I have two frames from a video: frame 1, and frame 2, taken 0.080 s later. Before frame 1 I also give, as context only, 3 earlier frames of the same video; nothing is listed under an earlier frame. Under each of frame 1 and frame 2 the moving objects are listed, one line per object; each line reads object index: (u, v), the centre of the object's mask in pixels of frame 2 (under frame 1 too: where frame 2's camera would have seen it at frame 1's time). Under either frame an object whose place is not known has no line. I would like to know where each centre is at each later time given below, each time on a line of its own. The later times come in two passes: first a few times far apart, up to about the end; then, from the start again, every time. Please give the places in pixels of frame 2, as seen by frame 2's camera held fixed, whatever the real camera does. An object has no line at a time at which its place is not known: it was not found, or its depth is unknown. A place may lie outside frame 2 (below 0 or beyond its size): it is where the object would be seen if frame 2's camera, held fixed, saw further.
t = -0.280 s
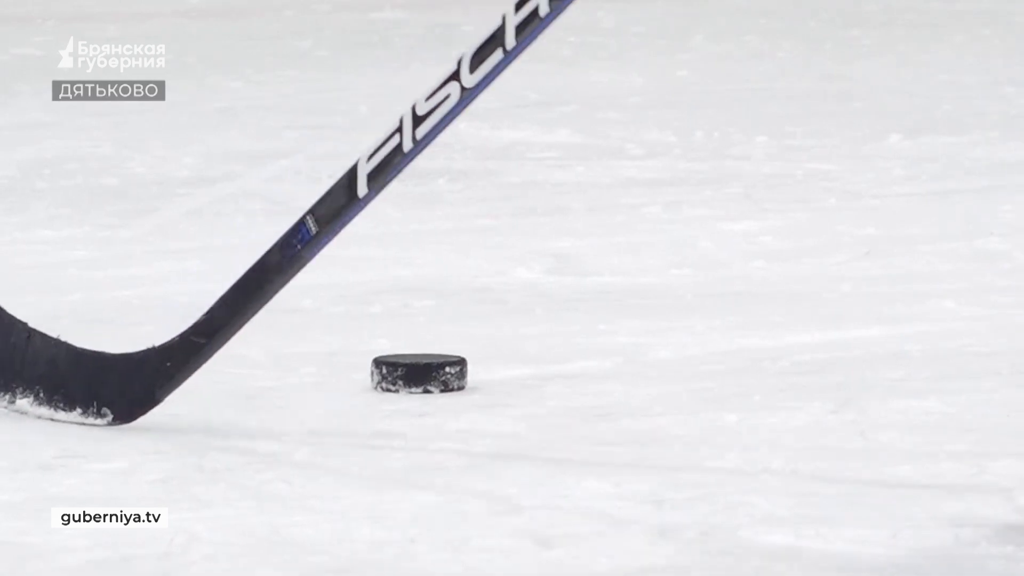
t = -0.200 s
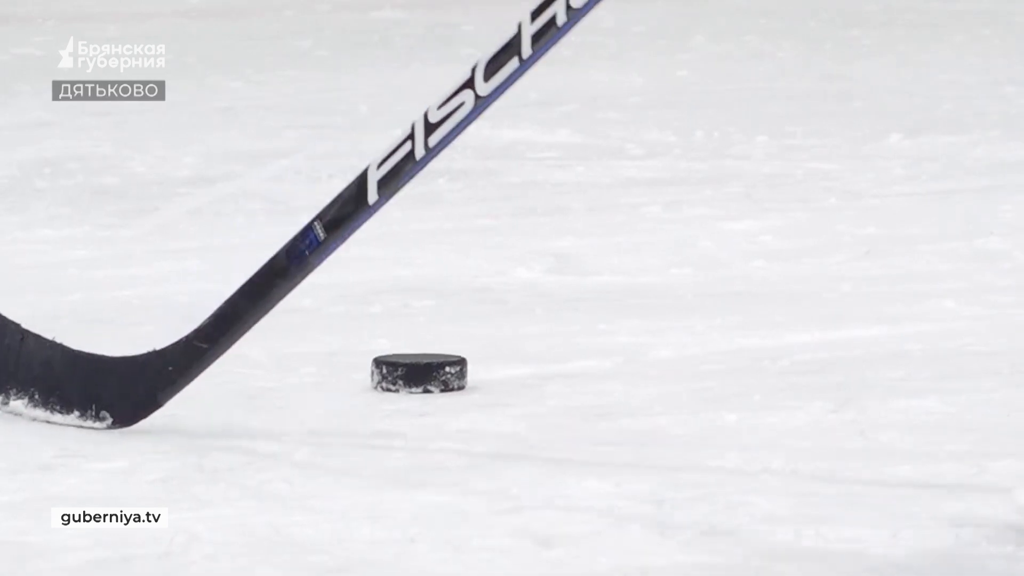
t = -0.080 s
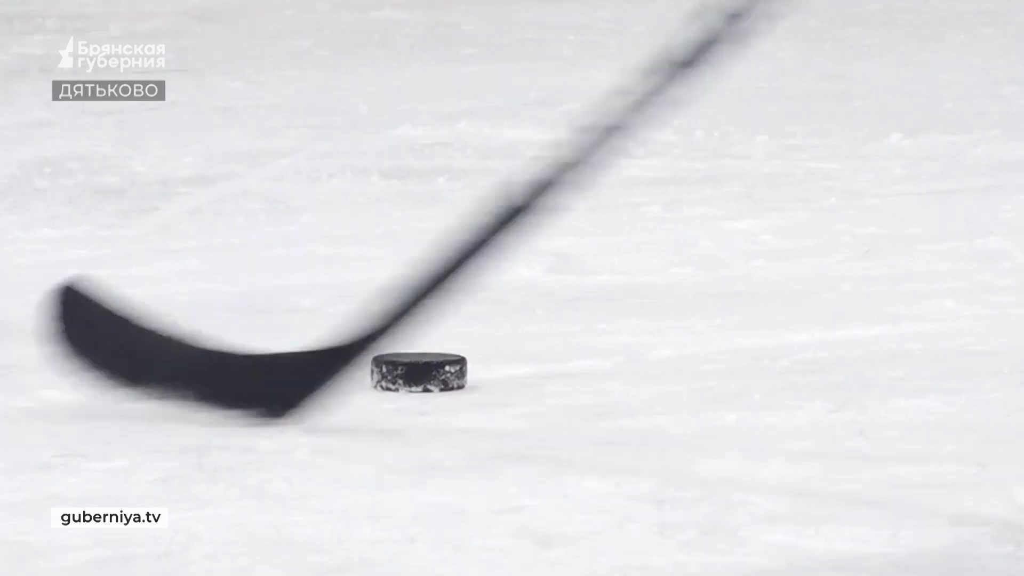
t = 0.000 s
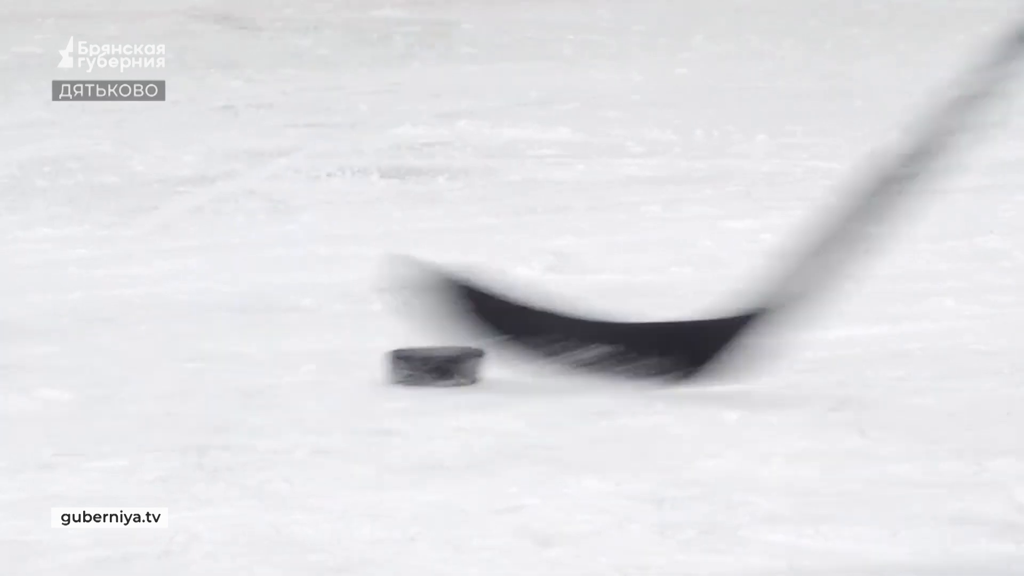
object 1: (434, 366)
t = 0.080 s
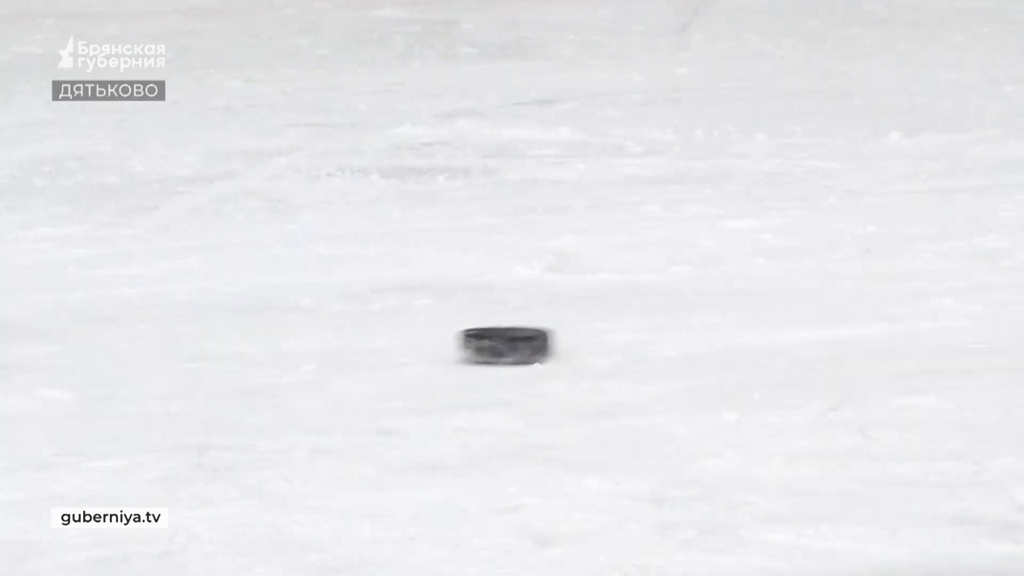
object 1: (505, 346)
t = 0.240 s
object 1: (635, 310)
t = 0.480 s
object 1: (794, 266)
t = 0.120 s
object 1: (540, 337)
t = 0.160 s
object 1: (571, 327)
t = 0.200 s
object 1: (605, 318)
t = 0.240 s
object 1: (635, 310)
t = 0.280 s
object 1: (664, 302)
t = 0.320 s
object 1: (693, 296)
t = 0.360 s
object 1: (719, 288)
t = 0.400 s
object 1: (746, 281)
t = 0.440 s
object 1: (770, 274)
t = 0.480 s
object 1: (794, 266)
